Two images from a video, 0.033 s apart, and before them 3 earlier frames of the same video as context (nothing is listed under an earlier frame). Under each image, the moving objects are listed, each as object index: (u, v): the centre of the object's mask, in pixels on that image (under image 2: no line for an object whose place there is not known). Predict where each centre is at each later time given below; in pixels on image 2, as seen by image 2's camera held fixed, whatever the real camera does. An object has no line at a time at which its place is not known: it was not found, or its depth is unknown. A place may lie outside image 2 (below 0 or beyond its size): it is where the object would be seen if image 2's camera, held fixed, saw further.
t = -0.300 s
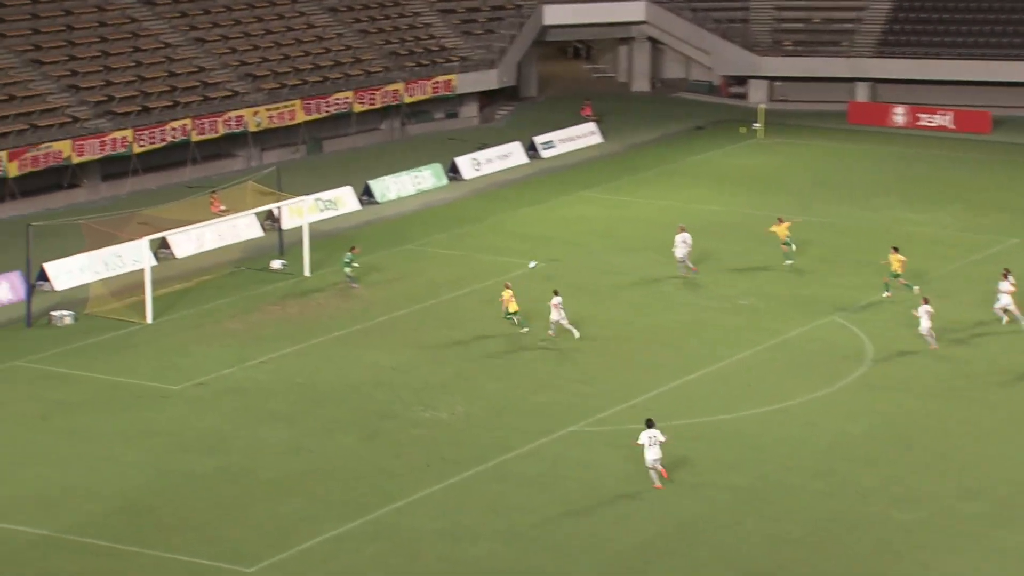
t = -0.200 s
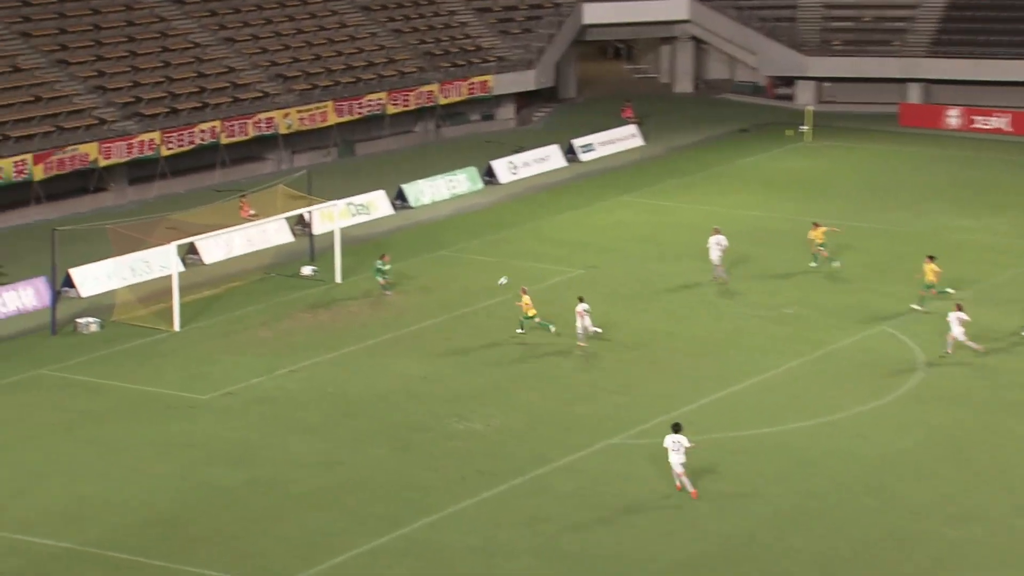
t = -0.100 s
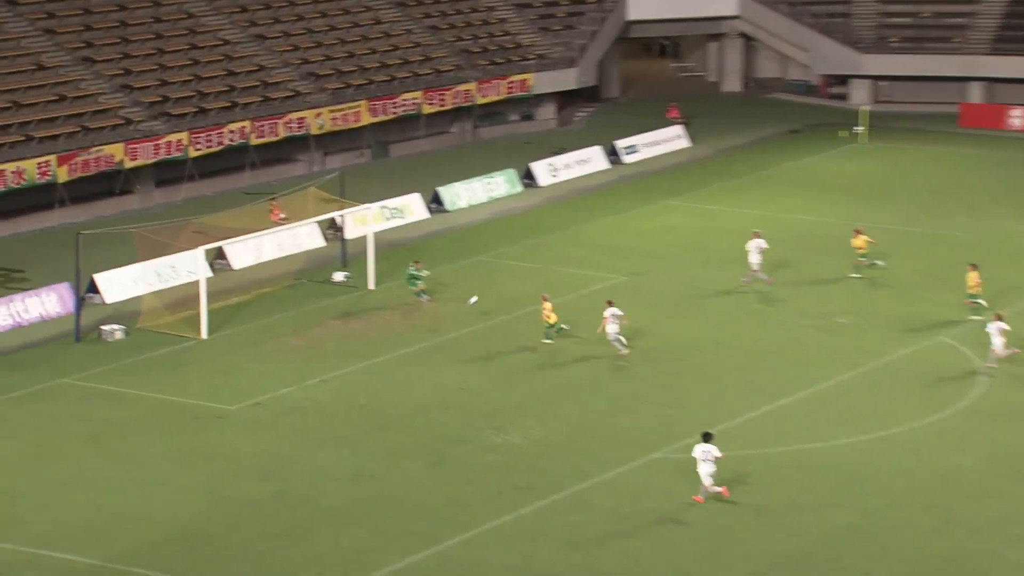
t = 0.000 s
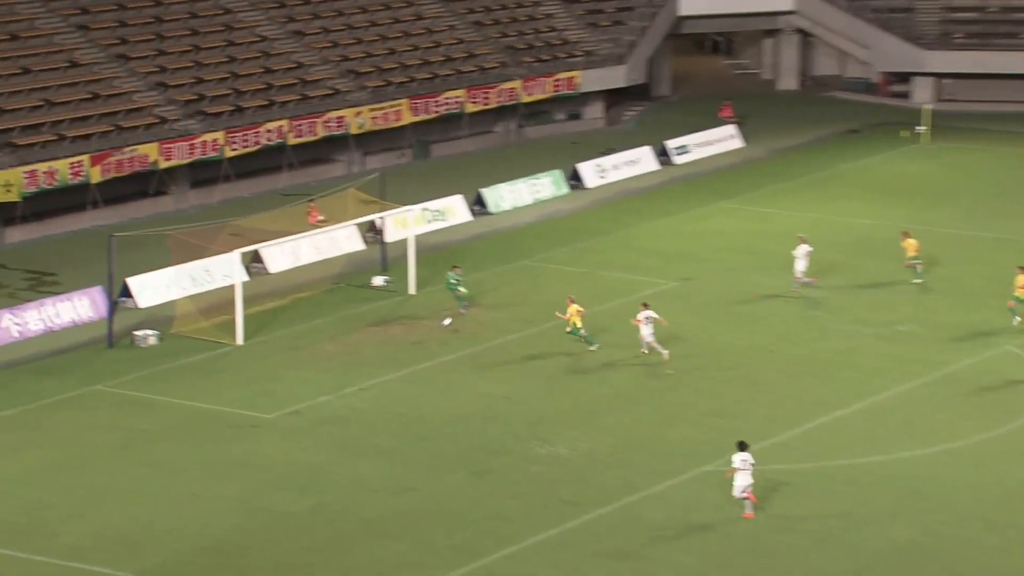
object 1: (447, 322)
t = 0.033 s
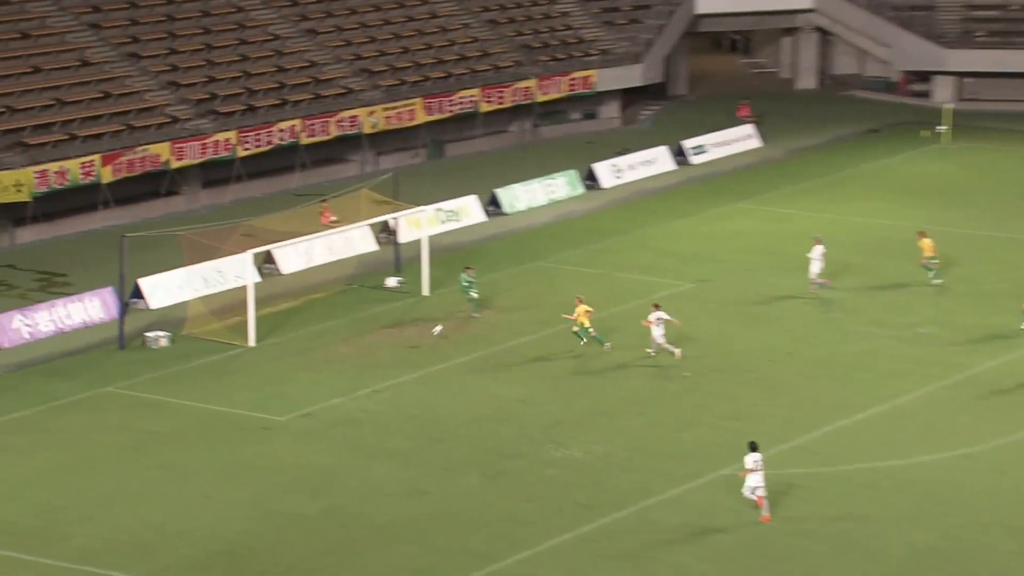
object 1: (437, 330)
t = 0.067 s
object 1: (414, 337)
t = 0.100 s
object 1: (391, 345)
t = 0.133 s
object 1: (369, 348)
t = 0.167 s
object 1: (349, 348)
